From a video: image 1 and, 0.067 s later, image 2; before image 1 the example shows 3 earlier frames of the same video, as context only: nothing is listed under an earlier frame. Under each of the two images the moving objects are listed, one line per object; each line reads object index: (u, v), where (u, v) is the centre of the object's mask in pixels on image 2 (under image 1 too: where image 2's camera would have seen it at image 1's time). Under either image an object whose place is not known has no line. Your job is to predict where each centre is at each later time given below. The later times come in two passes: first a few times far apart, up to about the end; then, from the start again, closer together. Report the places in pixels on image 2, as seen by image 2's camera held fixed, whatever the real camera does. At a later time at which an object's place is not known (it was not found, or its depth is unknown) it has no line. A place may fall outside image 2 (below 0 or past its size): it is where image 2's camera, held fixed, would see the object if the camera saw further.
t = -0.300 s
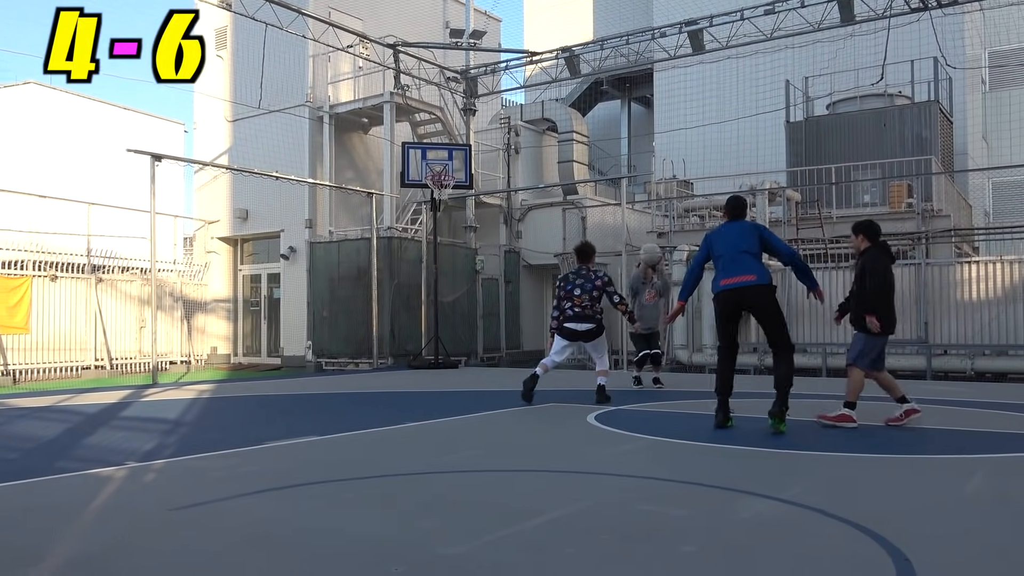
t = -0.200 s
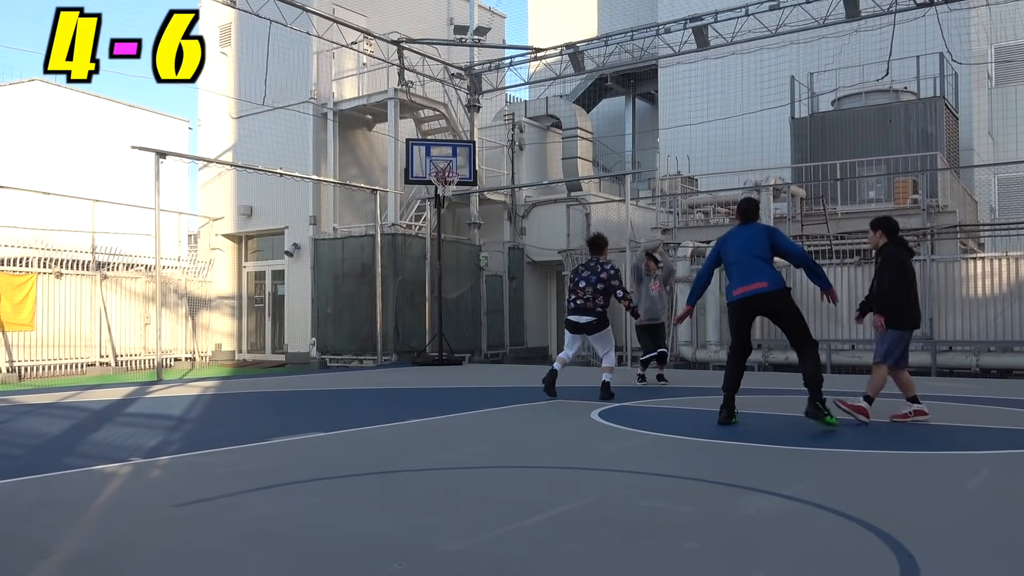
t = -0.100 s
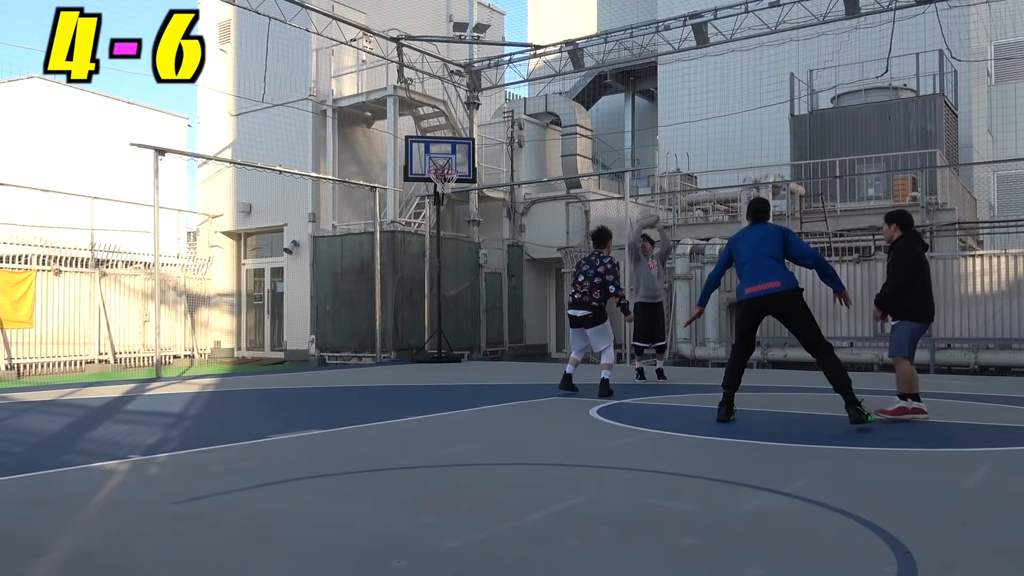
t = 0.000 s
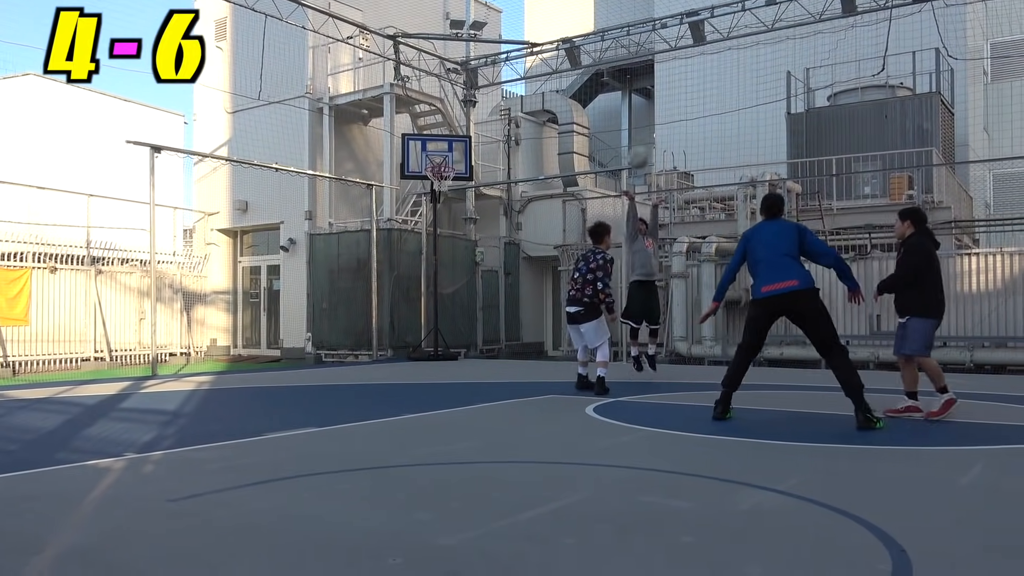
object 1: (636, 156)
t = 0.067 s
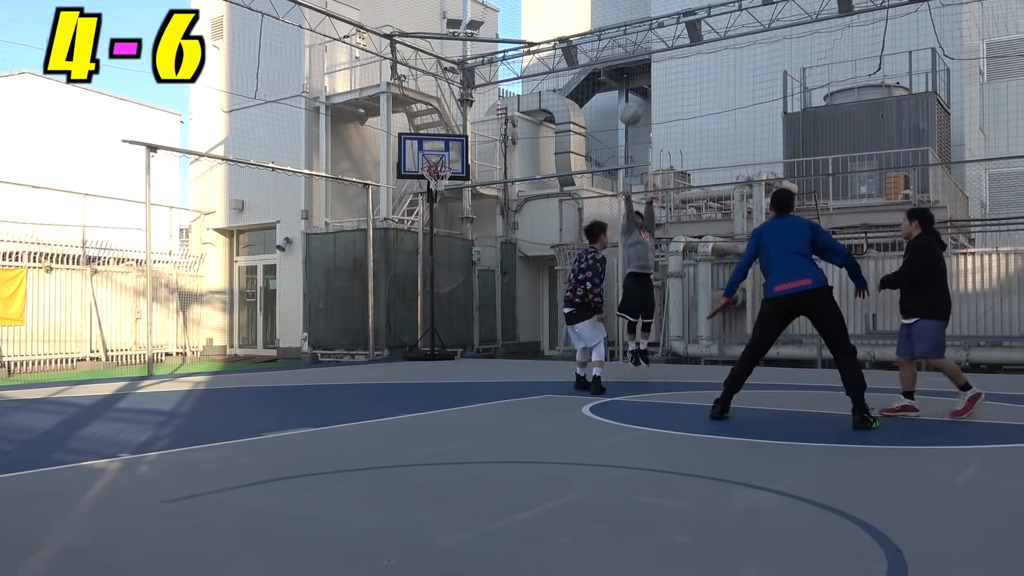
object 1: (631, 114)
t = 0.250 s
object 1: (616, -1)
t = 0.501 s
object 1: (591, -146)
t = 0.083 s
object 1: (630, 103)
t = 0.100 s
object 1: (628, 93)
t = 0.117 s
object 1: (627, 82)
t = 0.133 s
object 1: (626, 73)
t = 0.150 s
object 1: (624, 62)
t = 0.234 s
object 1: (617, 9)
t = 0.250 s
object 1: (616, -1)
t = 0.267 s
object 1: (615, -11)
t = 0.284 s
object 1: (613, -21)
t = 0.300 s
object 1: (612, -31)
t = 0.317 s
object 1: (611, -41)
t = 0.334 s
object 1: (608, -51)
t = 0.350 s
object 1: (607, -61)
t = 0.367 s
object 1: (606, -68)
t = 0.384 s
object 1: (604, -79)
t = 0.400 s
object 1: (602, -88)
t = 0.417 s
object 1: (600, -98)
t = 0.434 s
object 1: (599, -106)
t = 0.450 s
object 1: (597, -115)
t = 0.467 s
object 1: (595, -124)
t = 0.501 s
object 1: (591, -146)
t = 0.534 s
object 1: (587, -163)
